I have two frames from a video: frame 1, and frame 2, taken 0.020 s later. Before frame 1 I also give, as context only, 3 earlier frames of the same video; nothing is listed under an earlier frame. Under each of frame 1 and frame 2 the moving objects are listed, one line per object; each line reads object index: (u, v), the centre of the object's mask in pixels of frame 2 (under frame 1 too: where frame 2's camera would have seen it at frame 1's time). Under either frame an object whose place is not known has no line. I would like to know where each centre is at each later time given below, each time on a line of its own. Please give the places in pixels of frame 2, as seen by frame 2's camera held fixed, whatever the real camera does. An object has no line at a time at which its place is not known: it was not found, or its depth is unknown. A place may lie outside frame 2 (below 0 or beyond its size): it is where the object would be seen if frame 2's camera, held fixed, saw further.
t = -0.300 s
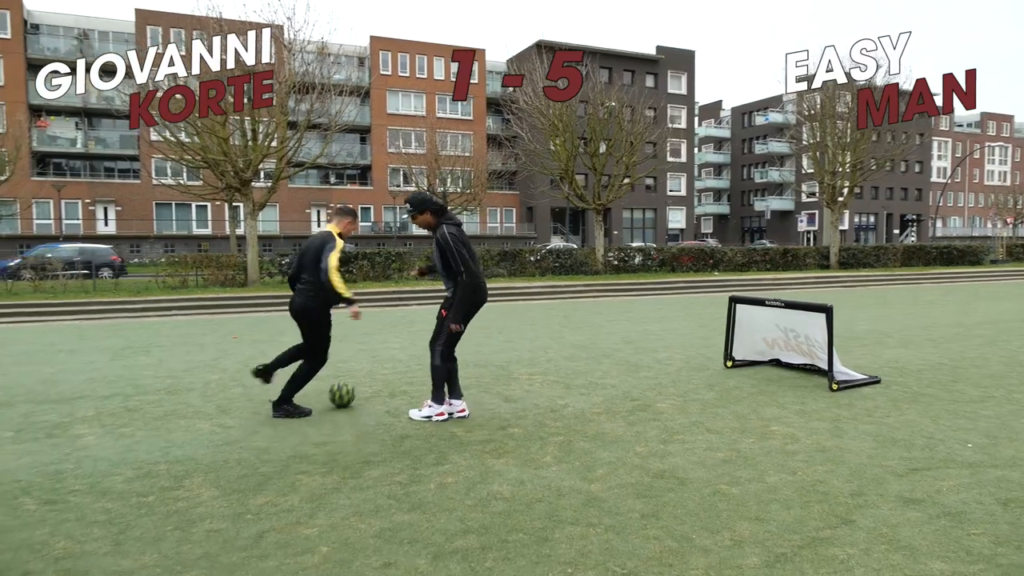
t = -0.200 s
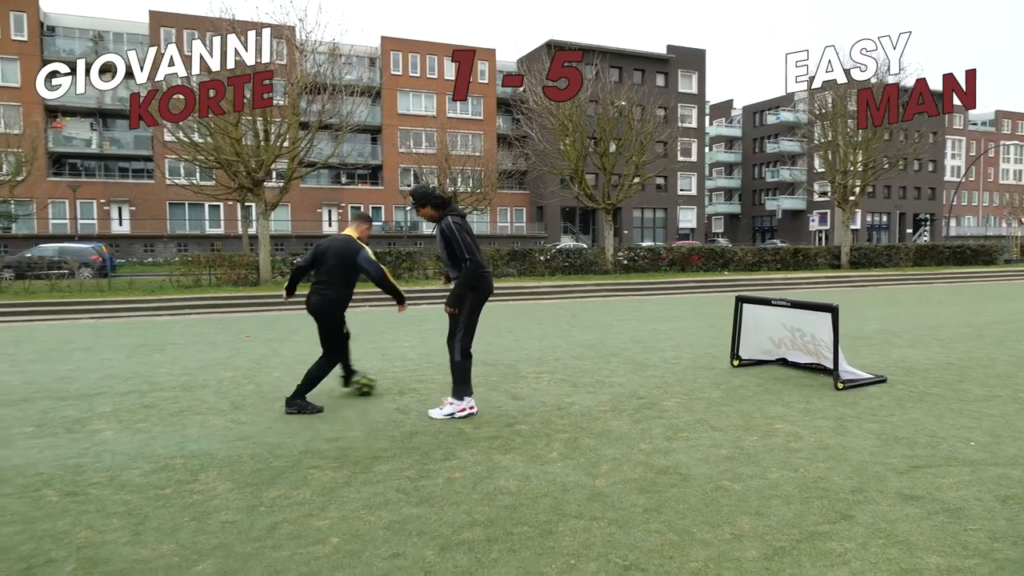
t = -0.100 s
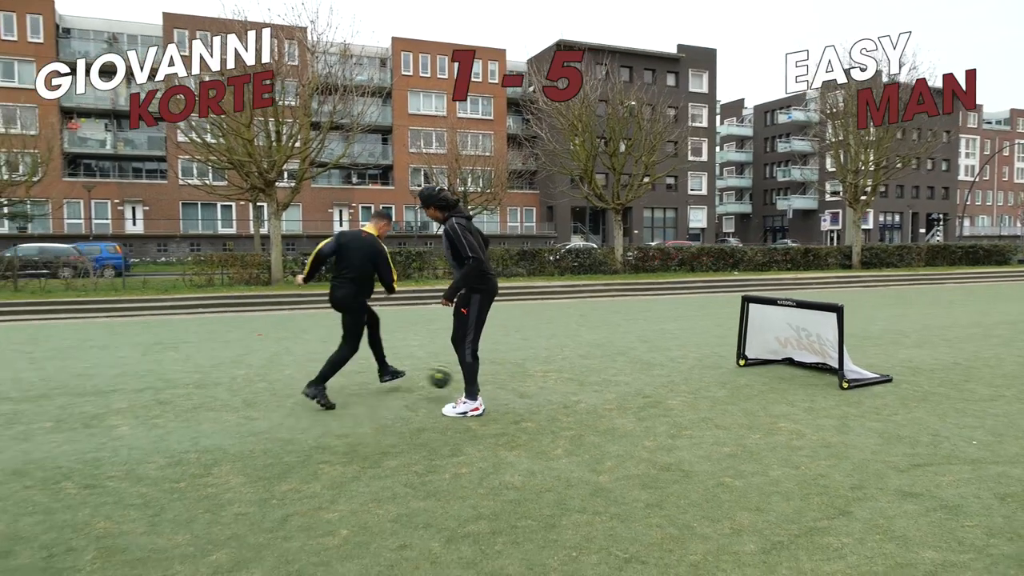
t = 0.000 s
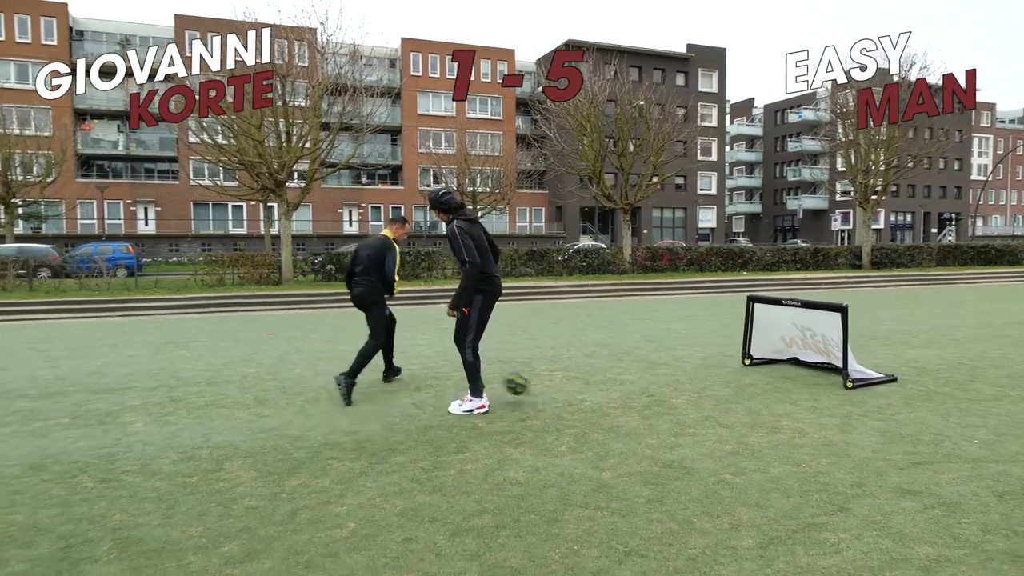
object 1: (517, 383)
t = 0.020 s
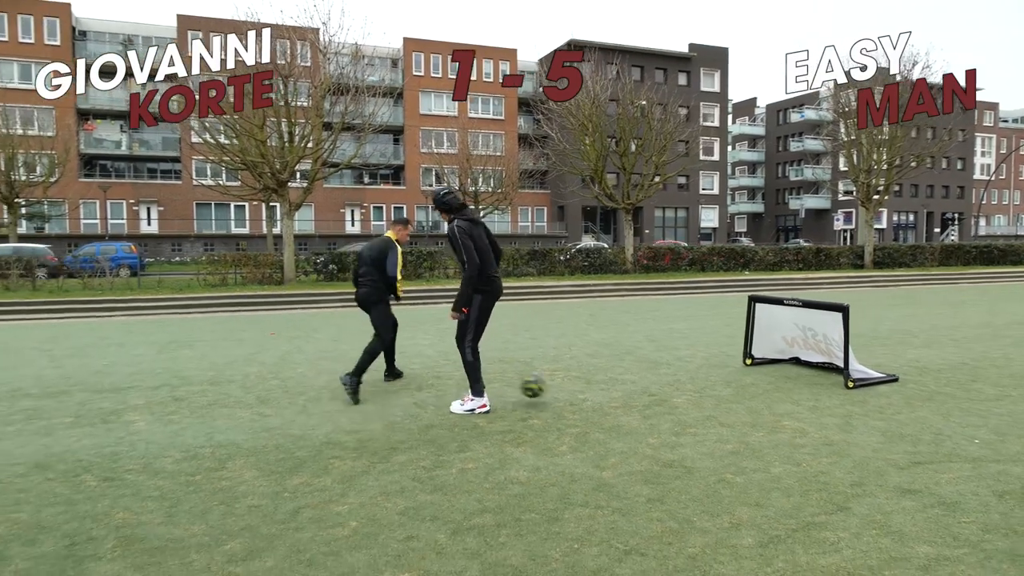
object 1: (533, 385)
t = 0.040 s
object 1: (547, 390)
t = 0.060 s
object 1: (563, 395)
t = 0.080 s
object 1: (576, 396)
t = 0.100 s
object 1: (587, 395)
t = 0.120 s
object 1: (600, 394)
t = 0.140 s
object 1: (612, 394)
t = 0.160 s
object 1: (624, 394)
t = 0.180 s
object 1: (638, 398)
